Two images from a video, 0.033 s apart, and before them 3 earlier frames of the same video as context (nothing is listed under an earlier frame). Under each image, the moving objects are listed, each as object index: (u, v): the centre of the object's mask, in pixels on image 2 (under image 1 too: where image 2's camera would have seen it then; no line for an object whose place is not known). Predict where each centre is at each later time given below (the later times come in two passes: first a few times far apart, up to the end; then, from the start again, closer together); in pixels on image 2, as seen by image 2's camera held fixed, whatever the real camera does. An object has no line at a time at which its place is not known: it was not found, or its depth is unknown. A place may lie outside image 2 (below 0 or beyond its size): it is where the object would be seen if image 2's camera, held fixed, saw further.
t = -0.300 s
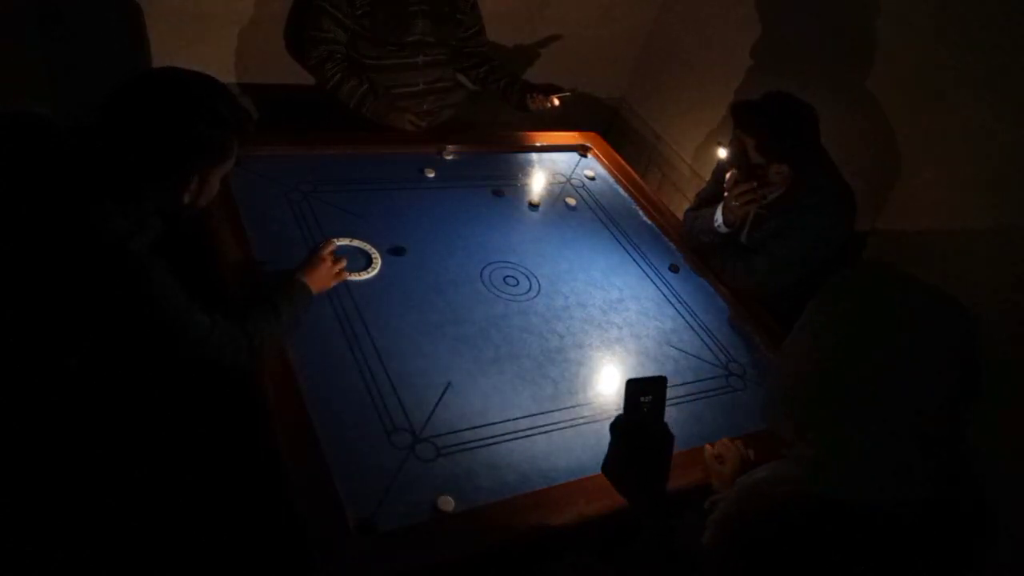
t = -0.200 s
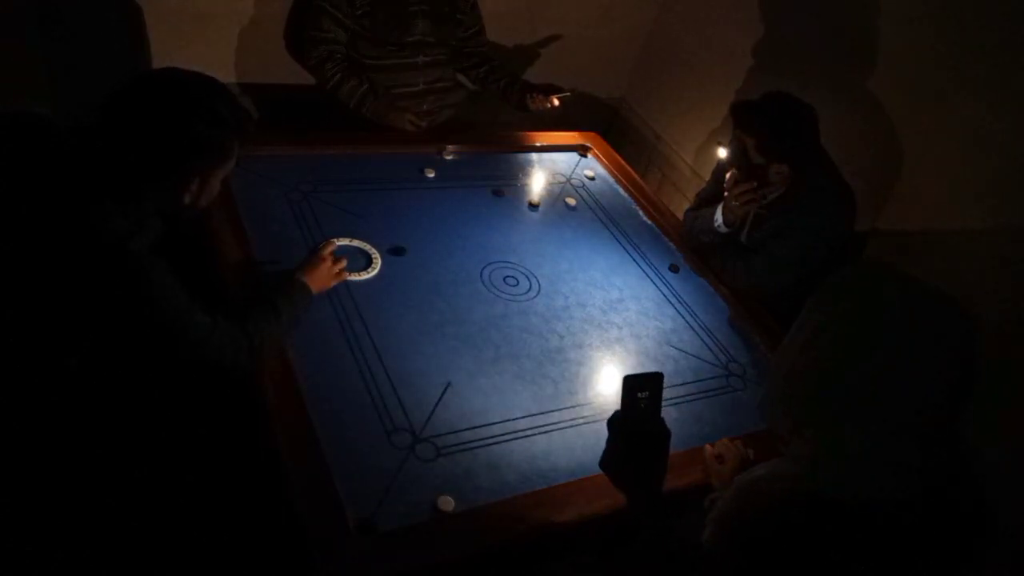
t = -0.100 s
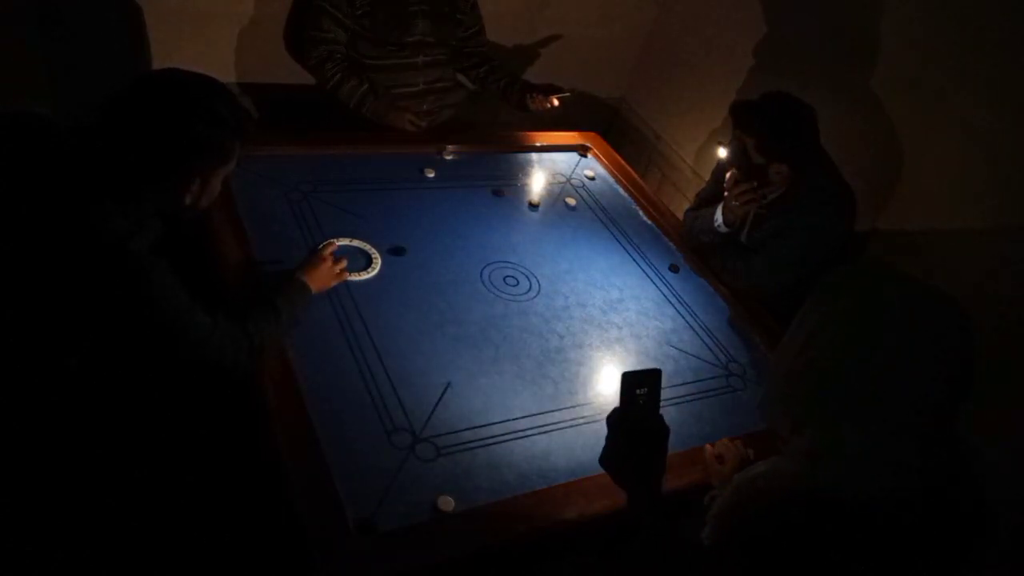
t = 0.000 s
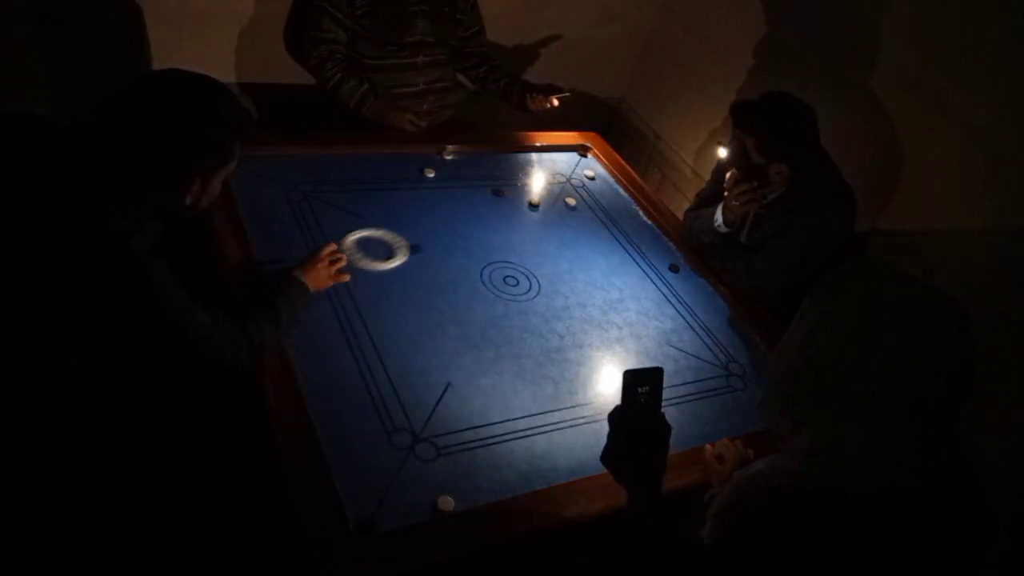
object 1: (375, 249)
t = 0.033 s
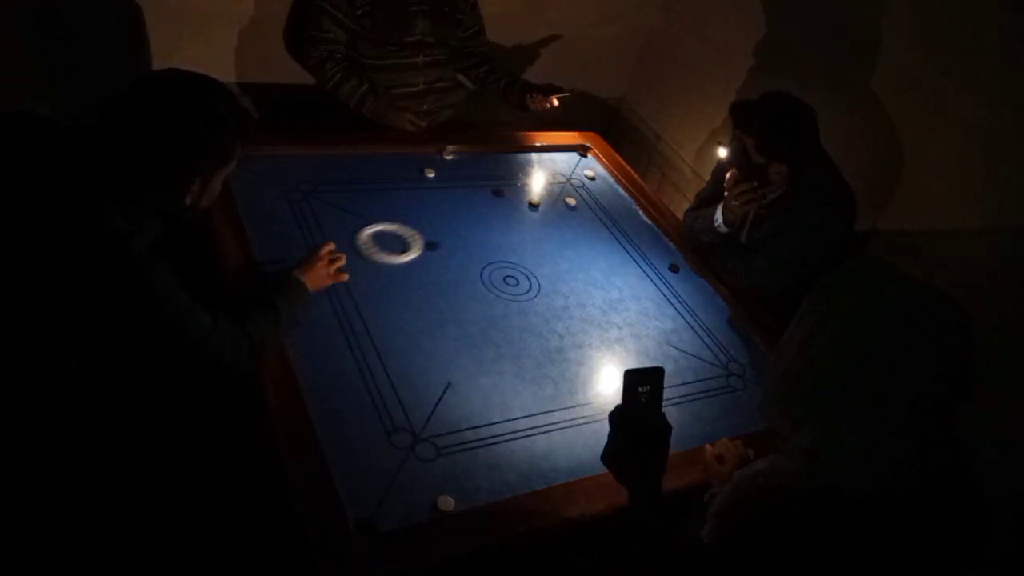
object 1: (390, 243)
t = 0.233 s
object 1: (468, 211)
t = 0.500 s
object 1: (537, 180)
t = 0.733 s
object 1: (572, 163)
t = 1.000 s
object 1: (574, 164)
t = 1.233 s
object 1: (574, 164)
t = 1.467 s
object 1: (574, 164)
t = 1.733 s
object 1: (575, 164)
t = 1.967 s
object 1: (575, 164)
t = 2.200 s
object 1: (575, 164)
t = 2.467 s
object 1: (575, 164)
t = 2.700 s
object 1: (575, 164)
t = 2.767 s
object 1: (575, 164)
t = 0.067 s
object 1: (404, 237)
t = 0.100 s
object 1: (418, 231)
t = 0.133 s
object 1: (431, 226)
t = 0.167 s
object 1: (444, 220)
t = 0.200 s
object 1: (456, 215)
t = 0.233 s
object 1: (468, 211)
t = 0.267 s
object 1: (480, 206)
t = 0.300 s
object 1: (490, 202)
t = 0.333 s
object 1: (500, 198)
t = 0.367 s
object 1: (508, 195)
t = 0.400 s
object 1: (514, 191)
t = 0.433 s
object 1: (523, 188)
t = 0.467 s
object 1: (531, 189)
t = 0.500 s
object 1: (537, 180)
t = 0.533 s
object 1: (544, 177)
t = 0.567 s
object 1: (554, 170)
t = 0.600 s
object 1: (561, 168)
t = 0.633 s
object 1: (562, 168)
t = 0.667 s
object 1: (566, 165)
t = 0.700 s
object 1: (570, 164)
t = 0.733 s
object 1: (572, 163)
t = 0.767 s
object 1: (573, 164)
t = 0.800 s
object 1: (574, 164)
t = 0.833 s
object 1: (574, 164)
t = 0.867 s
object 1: (574, 164)
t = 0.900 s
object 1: (574, 164)
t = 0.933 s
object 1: (575, 164)
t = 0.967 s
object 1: (575, 164)
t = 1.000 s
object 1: (574, 164)
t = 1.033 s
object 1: (574, 164)
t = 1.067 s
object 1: (574, 164)
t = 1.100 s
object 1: (574, 164)
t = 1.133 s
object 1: (574, 164)
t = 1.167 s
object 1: (574, 164)
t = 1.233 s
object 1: (574, 164)
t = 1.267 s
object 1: (574, 164)
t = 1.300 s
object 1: (574, 164)
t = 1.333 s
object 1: (574, 164)
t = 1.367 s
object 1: (574, 164)
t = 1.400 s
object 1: (574, 164)
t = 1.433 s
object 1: (574, 164)
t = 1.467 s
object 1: (574, 164)
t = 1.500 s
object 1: (574, 164)
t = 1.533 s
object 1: (574, 164)
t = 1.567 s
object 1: (574, 164)
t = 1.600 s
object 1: (574, 164)
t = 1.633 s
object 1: (574, 164)
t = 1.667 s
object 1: (575, 164)
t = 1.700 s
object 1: (575, 164)
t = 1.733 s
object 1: (575, 164)
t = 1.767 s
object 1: (574, 164)
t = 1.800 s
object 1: (574, 164)
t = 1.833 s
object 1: (575, 164)
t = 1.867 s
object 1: (575, 164)
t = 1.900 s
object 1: (575, 164)
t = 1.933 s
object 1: (575, 164)
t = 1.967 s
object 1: (575, 164)
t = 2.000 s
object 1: (575, 164)
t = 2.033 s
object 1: (575, 164)
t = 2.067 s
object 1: (575, 164)
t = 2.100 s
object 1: (575, 164)
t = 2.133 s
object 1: (575, 164)
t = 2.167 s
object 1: (575, 164)
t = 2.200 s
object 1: (575, 164)
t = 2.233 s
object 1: (575, 164)
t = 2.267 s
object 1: (575, 164)
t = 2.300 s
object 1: (575, 164)
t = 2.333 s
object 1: (575, 164)
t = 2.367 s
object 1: (575, 164)
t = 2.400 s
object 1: (575, 164)
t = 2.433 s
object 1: (575, 164)
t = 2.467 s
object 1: (575, 164)
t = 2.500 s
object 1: (575, 164)
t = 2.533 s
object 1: (575, 164)
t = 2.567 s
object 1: (575, 164)
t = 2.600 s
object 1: (575, 164)
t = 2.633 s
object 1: (575, 164)
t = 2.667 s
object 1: (575, 164)
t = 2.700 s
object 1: (575, 164)
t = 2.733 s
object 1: (575, 164)
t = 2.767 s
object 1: (575, 164)
